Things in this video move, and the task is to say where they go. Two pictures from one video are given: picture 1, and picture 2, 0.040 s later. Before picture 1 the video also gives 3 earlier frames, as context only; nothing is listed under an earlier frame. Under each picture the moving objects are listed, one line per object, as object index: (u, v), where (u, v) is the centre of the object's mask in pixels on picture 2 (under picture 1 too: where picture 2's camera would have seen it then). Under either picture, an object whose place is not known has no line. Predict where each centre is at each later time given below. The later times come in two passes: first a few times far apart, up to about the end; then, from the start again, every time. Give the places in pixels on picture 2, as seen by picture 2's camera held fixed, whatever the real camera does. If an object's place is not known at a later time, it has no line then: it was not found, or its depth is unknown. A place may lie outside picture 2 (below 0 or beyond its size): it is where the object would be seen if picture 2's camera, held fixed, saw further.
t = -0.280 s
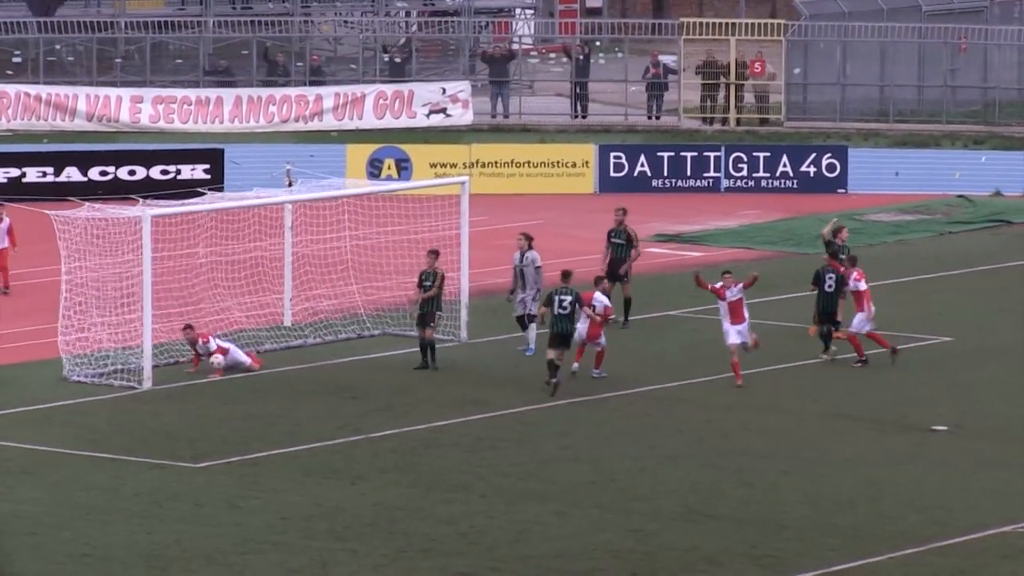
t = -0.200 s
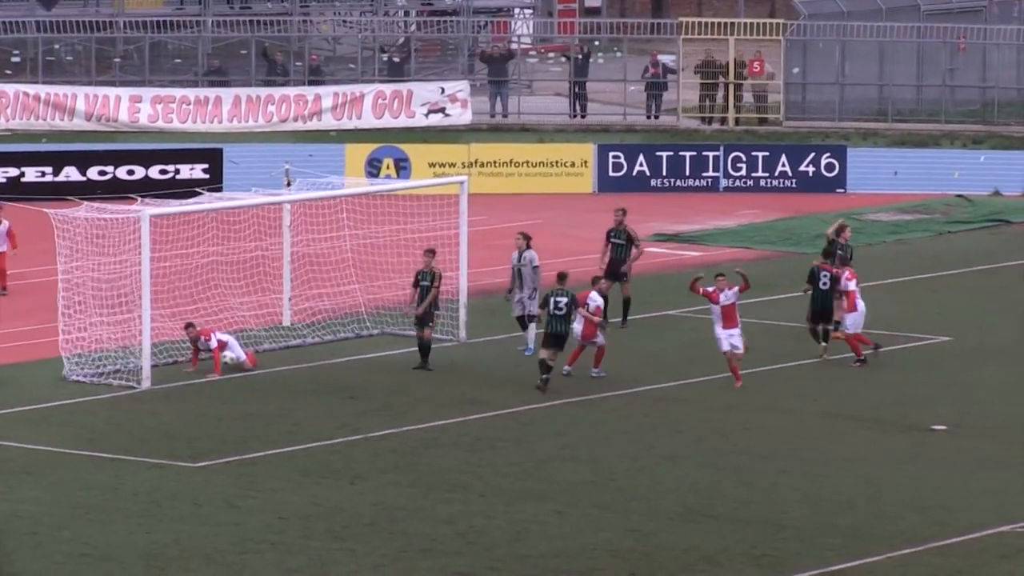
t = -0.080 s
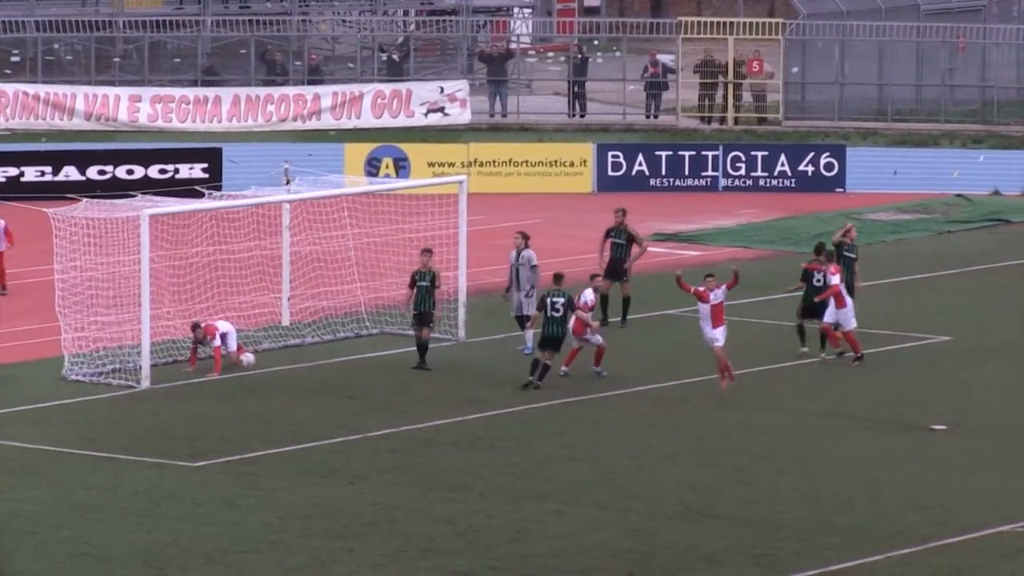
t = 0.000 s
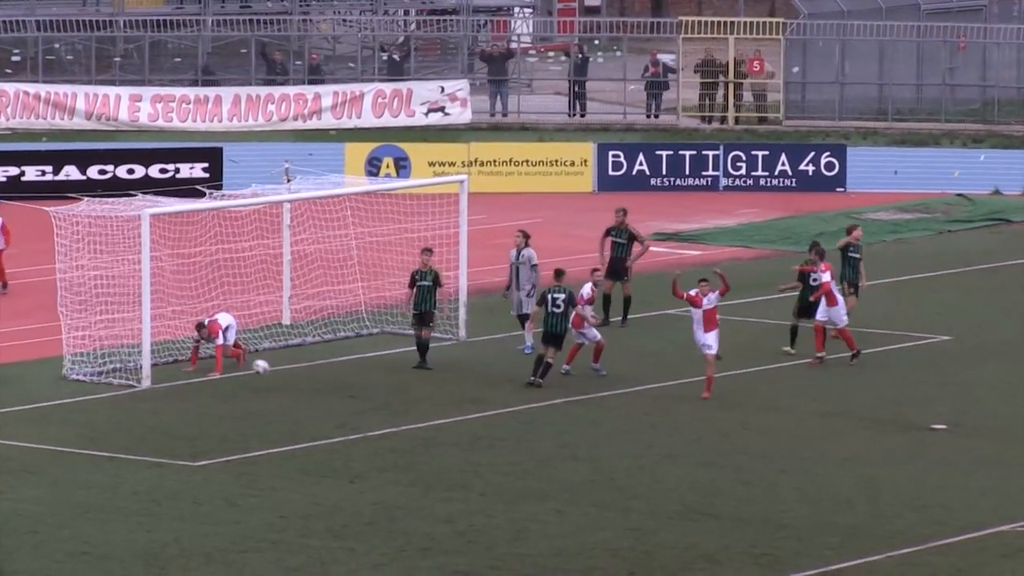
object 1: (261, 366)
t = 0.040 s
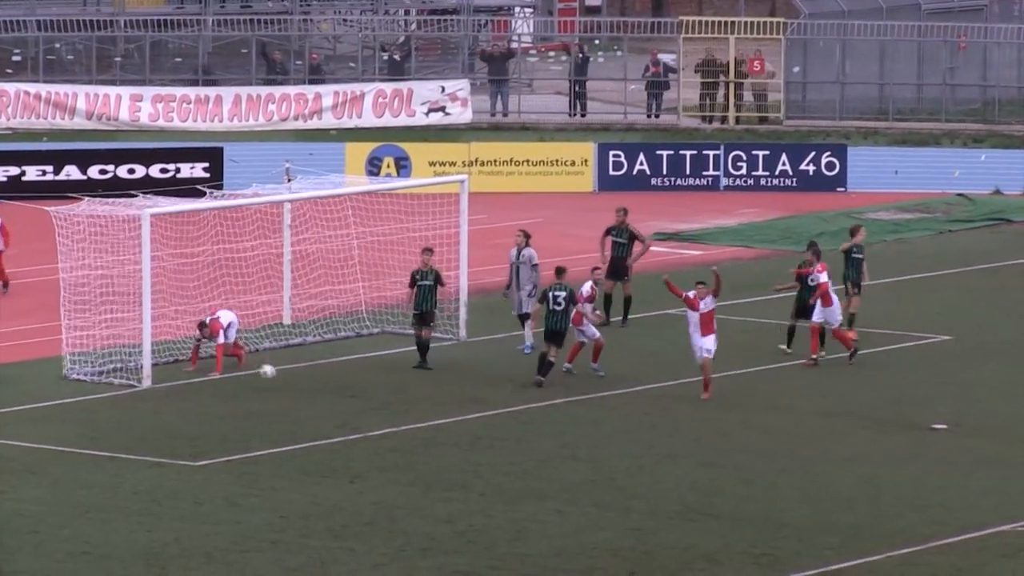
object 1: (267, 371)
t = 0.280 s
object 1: (308, 375)
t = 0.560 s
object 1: (357, 387)
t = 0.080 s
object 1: (274, 378)
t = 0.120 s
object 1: (280, 384)
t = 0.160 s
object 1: (288, 381)
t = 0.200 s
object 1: (294, 378)
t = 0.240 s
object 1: (302, 377)
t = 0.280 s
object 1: (308, 375)
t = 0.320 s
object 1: (315, 376)
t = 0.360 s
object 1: (322, 377)
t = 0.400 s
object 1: (330, 380)
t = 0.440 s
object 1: (336, 384)
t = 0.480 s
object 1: (343, 389)
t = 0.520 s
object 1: (350, 389)
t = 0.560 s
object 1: (357, 387)
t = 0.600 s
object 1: (364, 386)
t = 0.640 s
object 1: (370, 386)
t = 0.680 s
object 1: (377, 388)
